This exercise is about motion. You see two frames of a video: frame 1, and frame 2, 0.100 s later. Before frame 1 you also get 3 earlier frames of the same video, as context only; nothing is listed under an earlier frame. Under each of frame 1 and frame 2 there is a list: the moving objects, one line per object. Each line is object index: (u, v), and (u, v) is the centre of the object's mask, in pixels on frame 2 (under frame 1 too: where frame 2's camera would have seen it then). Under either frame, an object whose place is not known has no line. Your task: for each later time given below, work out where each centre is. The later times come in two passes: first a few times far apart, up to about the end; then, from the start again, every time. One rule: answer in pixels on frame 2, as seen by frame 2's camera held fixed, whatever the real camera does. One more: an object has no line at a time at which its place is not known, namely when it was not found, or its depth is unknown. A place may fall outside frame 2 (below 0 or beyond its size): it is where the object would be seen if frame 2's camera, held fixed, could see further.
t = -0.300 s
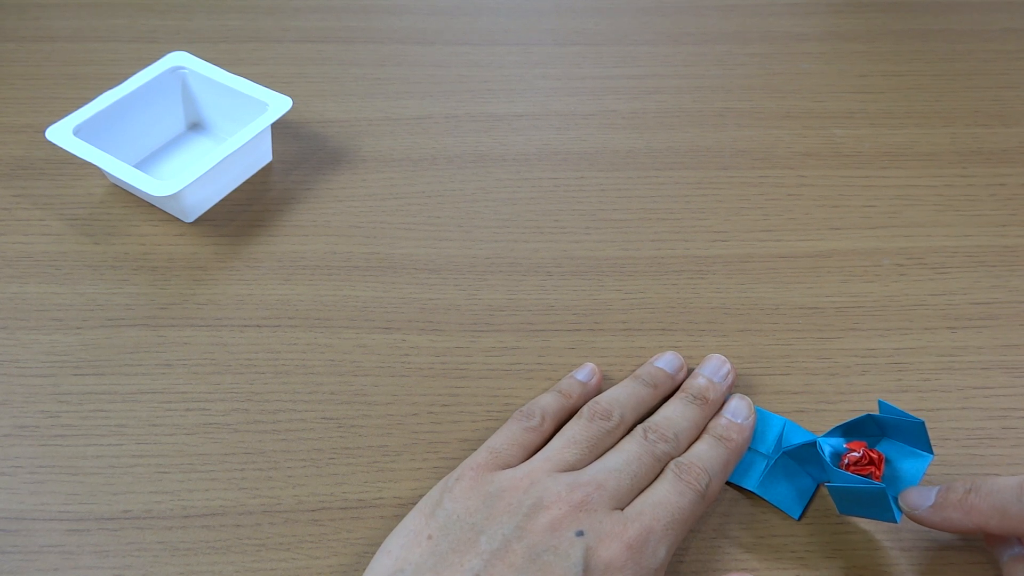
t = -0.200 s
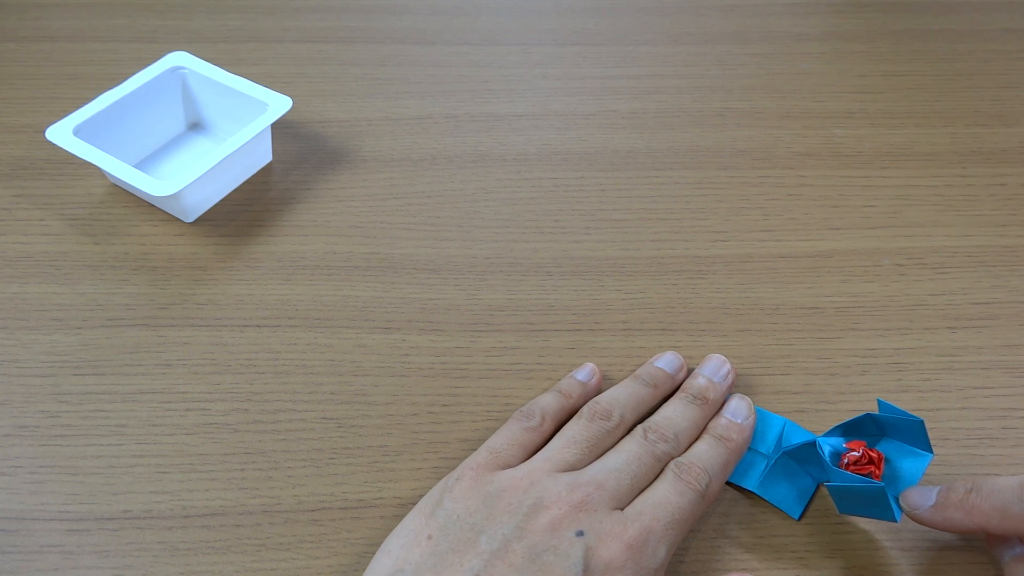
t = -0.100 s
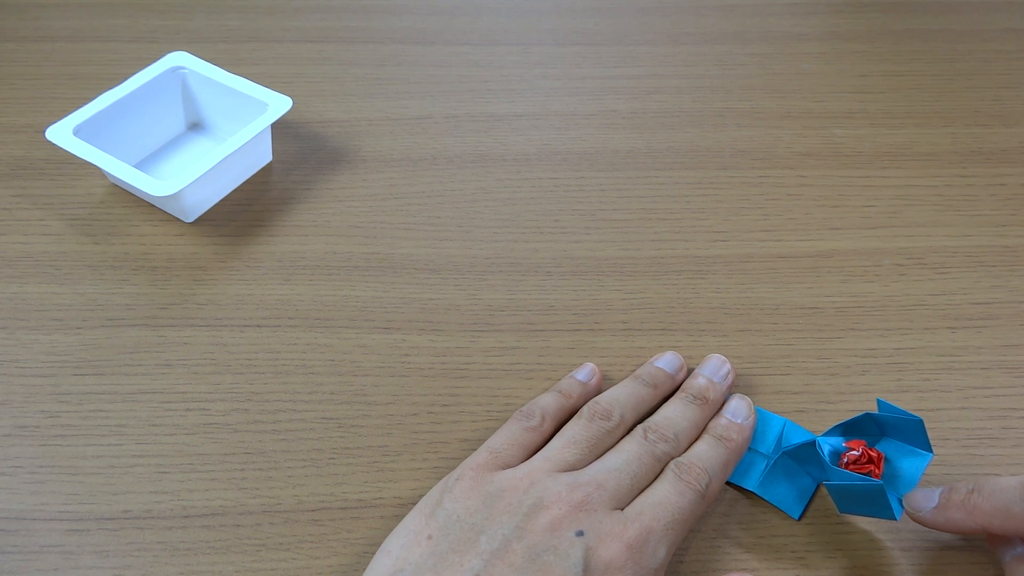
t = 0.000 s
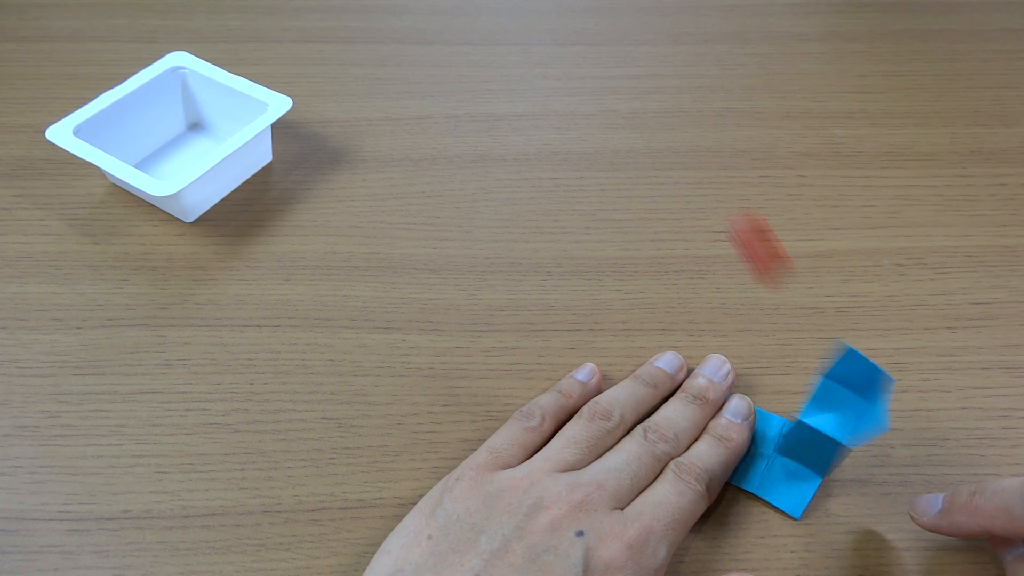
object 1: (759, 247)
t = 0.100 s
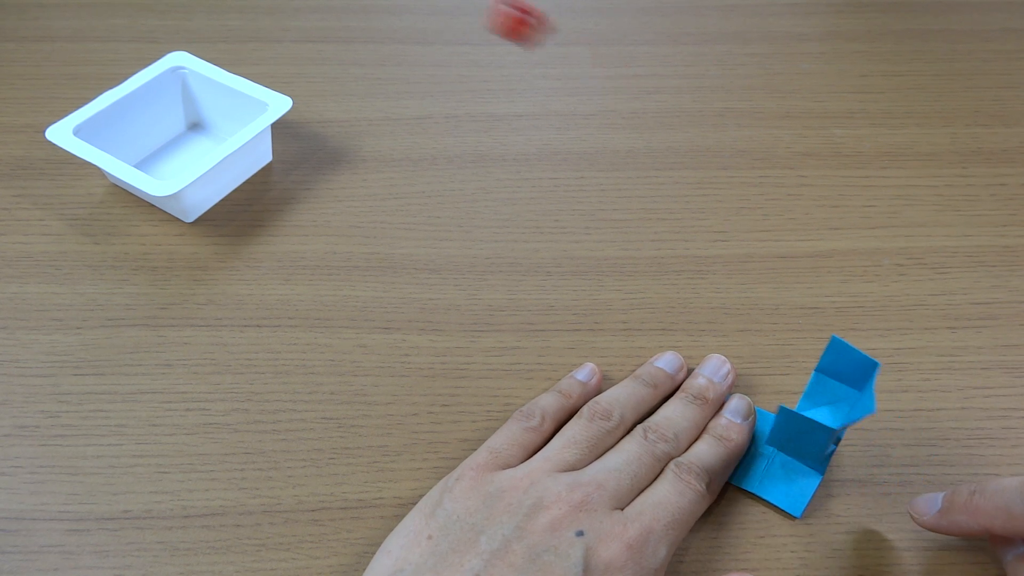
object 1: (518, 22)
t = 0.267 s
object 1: (294, 75)
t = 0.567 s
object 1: (285, 176)
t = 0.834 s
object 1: (271, 176)
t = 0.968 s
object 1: (269, 176)
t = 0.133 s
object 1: (444, 11)
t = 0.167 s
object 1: (381, 16)
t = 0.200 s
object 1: (332, 46)
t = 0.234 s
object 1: (300, 88)
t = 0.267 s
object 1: (294, 75)
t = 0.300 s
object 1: (297, 66)
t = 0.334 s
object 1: (303, 75)
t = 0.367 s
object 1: (312, 103)
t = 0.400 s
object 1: (319, 126)
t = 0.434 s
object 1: (319, 135)
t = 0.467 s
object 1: (319, 155)
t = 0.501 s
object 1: (307, 160)
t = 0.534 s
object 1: (296, 167)
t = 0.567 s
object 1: (285, 176)
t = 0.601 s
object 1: (280, 180)
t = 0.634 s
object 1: (277, 185)
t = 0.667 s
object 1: (275, 184)
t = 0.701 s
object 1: (274, 184)
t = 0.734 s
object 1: (273, 183)
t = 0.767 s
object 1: (273, 181)
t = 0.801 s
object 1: (272, 178)
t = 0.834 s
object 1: (271, 176)
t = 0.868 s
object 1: (269, 176)
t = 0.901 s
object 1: (269, 176)
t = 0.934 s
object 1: (269, 176)
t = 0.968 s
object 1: (269, 176)
